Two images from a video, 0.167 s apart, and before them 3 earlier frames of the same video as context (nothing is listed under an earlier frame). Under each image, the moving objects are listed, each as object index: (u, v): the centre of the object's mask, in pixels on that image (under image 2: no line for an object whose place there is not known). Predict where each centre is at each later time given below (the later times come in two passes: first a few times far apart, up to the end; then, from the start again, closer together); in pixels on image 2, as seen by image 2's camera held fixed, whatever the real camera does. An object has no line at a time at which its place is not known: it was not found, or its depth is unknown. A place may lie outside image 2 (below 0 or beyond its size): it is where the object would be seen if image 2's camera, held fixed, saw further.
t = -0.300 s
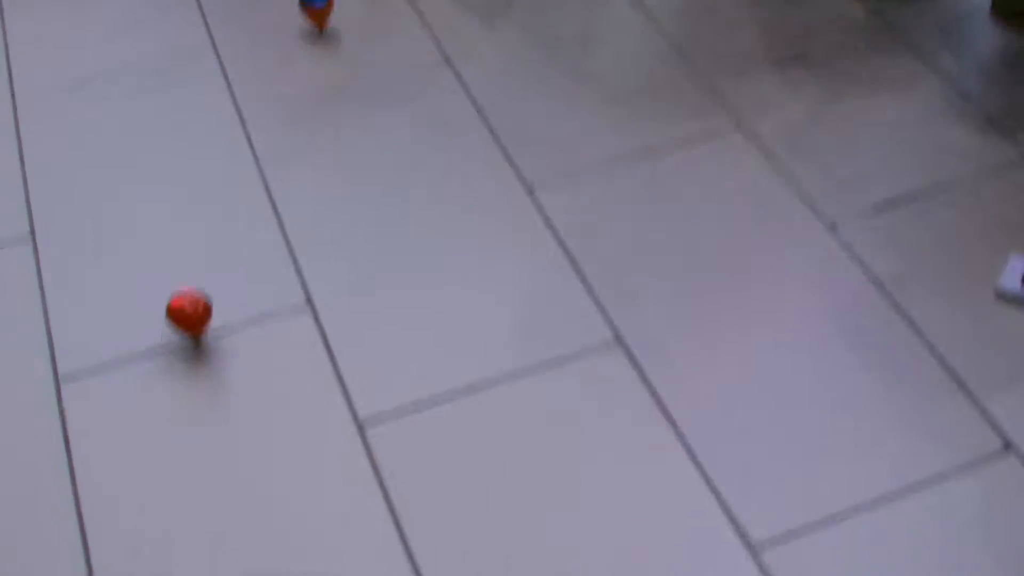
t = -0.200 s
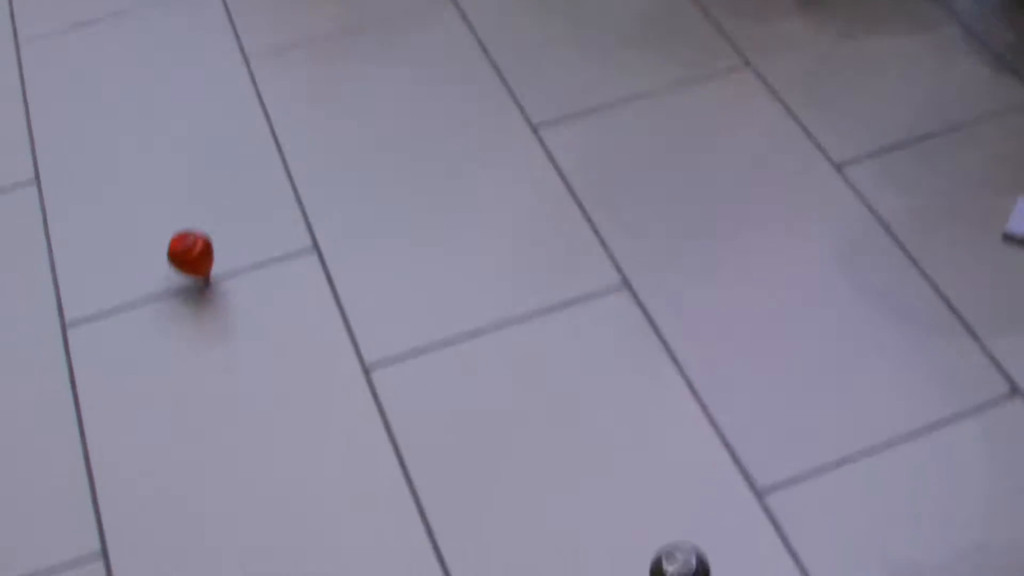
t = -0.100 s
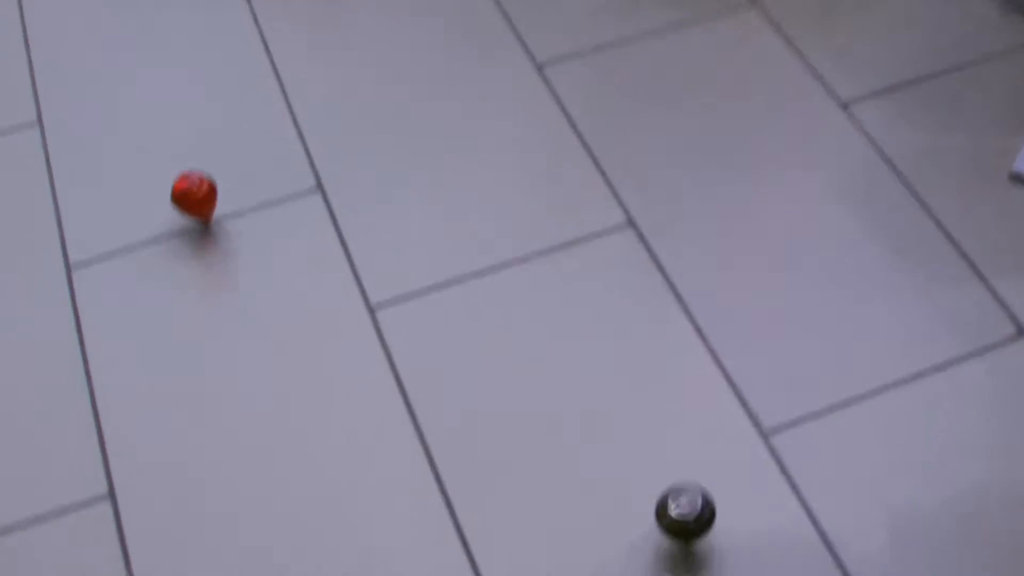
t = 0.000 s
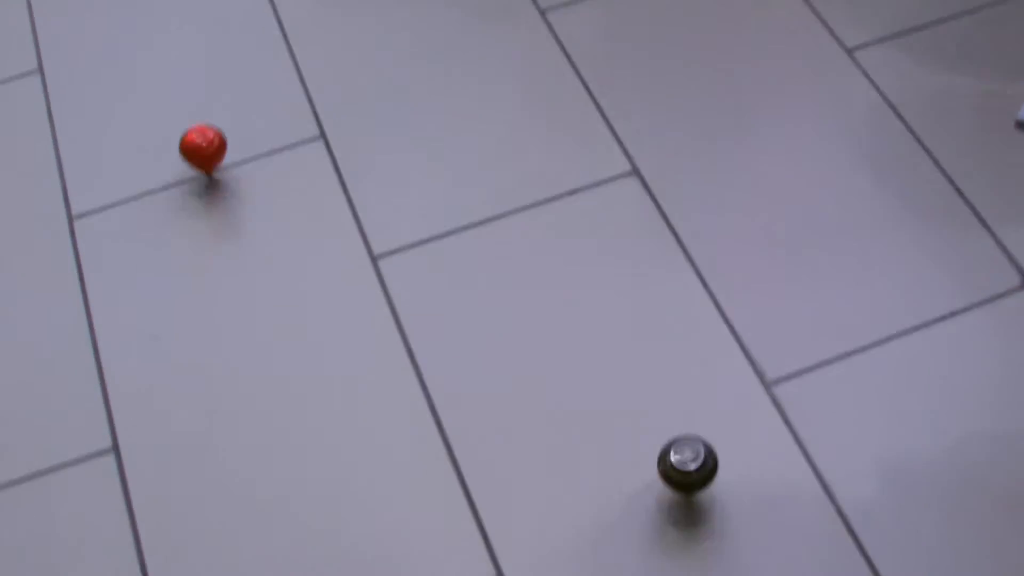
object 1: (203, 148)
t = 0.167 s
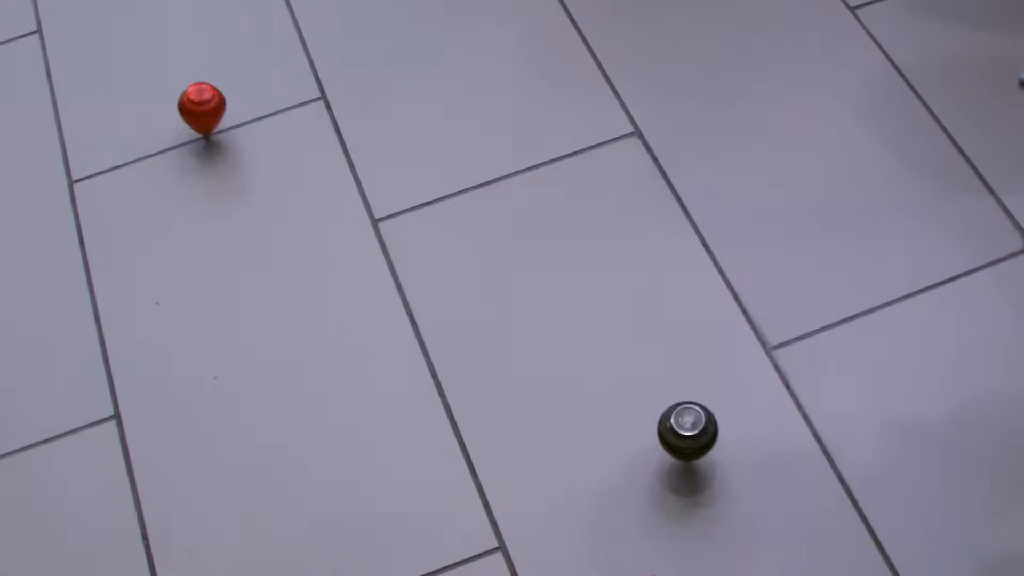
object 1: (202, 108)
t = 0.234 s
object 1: (196, 106)
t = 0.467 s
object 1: (197, 110)
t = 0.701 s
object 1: (196, 106)
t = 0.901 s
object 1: (194, 105)
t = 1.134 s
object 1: (202, 110)
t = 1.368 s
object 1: (190, 109)
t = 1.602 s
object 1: (196, 112)
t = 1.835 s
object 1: (197, 105)
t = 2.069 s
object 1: (196, 106)
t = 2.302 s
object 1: (195, 107)
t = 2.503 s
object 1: (194, 110)
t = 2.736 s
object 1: (195, 107)
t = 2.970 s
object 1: (197, 105)
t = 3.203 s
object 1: (192, 109)
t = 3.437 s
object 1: (190, 112)
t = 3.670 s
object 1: (190, 113)
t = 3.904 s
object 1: (189, 112)
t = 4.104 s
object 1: (186, 116)
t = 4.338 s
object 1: (188, 115)
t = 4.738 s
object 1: (208, 165)
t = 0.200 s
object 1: (198, 105)
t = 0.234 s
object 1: (196, 106)
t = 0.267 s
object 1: (197, 111)
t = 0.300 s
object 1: (198, 110)
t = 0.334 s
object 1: (195, 108)
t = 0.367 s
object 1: (192, 107)
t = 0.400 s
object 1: (193, 110)
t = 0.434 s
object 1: (196, 112)
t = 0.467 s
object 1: (197, 110)
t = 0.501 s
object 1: (195, 107)
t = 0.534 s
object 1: (194, 107)
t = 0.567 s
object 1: (196, 110)
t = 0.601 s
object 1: (199, 110)
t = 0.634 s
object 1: (199, 107)
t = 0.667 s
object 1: (198, 106)
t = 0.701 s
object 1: (196, 106)
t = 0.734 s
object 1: (195, 106)
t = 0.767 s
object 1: (195, 108)
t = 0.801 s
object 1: (198, 109)
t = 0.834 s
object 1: (199, 108)
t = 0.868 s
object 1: (197, 105)
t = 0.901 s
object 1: (194, 105)
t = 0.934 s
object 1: (194, 107)
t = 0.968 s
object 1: (194, 109)
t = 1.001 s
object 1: (194, 109)
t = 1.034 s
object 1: (194, 109)
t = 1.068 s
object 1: (197, 111)
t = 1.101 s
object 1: (200, 112)
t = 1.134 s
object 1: (202, 110)
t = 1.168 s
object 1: (200, 106)
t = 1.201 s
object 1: (196, 106)
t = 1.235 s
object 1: (196, 109)
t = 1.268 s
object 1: (197, 111)
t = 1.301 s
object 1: (196, 110)
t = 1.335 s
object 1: (192, 107)
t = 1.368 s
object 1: (190, 109)
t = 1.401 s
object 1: (191, 113)
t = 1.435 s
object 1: (194, 114)
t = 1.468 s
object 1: (194, 111)
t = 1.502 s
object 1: (191, 109)
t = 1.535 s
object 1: (191, 110)
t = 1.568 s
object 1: (193, 111)
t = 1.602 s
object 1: (196, 112)
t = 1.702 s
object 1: (193, 107)
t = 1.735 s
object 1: (194, 110)
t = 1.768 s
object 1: (198, 111)
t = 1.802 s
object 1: (198, 108)
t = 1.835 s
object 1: (197, 105)
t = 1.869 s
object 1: (196, 105)
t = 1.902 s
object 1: (198, 109)
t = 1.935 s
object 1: (201, 109)
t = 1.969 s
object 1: (202, 107)
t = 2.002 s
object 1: (200, 104)
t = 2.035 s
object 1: (197, 104)
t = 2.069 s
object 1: (196, 106)
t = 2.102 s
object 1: (197, 108)
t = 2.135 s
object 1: (198, 110)
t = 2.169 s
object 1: (200, 111)
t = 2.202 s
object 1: (202, 110)
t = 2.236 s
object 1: (202, 108)
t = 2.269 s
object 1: (198, 107)
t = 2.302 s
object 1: (195, 107)
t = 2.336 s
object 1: (196, 111)
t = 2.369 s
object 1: (199, 114)
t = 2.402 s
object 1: (201, 112)
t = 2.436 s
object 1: (198, 109)
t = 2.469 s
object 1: (195, 108)
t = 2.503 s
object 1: (194, 110)
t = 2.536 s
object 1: (197, 113)
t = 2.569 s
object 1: (200, 113)
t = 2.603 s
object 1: (199, 110)
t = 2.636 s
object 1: (197, 108)
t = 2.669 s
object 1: (197, 107)
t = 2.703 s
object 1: (196, 107)
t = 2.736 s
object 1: (195, 107)
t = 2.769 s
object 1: (193, 106)
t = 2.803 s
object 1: (191, 106)
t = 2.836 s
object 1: (192, 109)
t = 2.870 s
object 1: (196, 111)
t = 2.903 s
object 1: (198, 110)
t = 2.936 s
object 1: (199, 107)
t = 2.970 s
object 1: (197, 105)
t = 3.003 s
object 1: (195, 106)
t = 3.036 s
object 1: (196, 108)
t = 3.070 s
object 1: (198, 110)
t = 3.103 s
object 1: (198, 110)
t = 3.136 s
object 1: (197, 109)
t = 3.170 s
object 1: (194, 108)
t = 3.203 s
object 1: (192, 109)
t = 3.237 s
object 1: (192, 113)
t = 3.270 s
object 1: (194, 116)
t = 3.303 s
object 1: (196, 114)
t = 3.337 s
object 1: (194, 111)
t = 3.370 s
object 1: (191, 108)
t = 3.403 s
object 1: (189, 110)
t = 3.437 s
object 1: (190, 112)
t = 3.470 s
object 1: (191, 113)
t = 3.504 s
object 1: (191, 111)
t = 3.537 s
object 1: (188, 108)
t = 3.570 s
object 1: (185, 107)
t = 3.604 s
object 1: (185, 109)
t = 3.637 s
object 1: (187, 113)
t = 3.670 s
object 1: (190, 113)
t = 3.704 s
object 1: (191, 110)
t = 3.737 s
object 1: (188, 106)
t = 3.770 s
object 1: (186, 106)
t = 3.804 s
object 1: (185, 109)
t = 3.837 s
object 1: (187, 111)
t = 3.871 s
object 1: (188, 112)
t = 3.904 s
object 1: (189, 112)
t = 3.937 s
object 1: (190, 112)
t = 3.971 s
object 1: (190, 112)
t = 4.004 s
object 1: (188, 111)
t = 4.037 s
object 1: (185, 111)
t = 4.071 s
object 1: (185, 112)
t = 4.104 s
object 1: (186, 116)
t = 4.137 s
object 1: (190, 117)
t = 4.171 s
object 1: (192, 114)
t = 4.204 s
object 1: (188, 112)
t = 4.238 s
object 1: (184, 110)
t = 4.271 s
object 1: (183, 112)
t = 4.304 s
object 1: (185, 115)
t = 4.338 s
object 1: (188, 115)
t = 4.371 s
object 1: (190, 113)
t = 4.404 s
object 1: (188, 110)
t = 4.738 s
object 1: (208, 165)
